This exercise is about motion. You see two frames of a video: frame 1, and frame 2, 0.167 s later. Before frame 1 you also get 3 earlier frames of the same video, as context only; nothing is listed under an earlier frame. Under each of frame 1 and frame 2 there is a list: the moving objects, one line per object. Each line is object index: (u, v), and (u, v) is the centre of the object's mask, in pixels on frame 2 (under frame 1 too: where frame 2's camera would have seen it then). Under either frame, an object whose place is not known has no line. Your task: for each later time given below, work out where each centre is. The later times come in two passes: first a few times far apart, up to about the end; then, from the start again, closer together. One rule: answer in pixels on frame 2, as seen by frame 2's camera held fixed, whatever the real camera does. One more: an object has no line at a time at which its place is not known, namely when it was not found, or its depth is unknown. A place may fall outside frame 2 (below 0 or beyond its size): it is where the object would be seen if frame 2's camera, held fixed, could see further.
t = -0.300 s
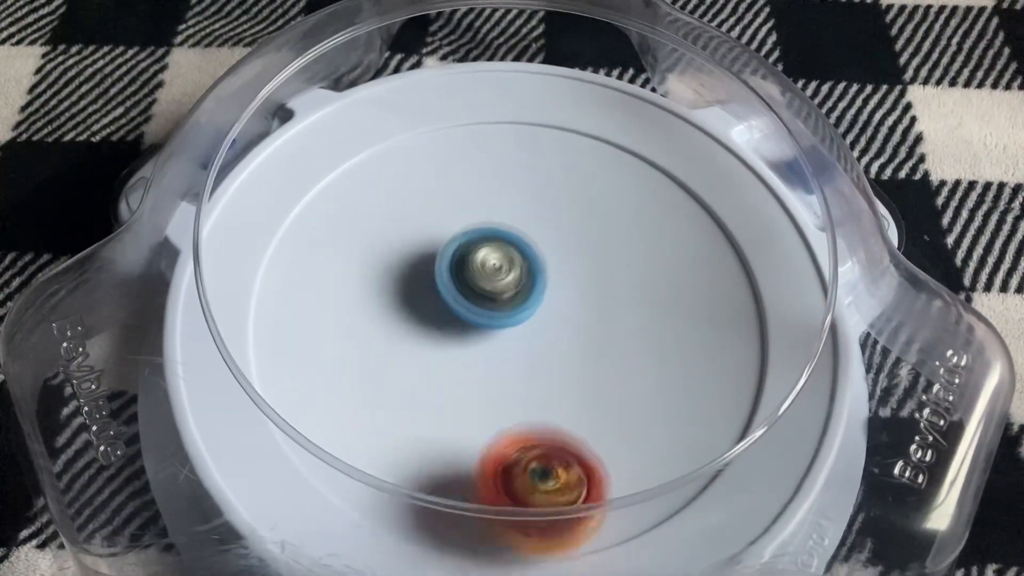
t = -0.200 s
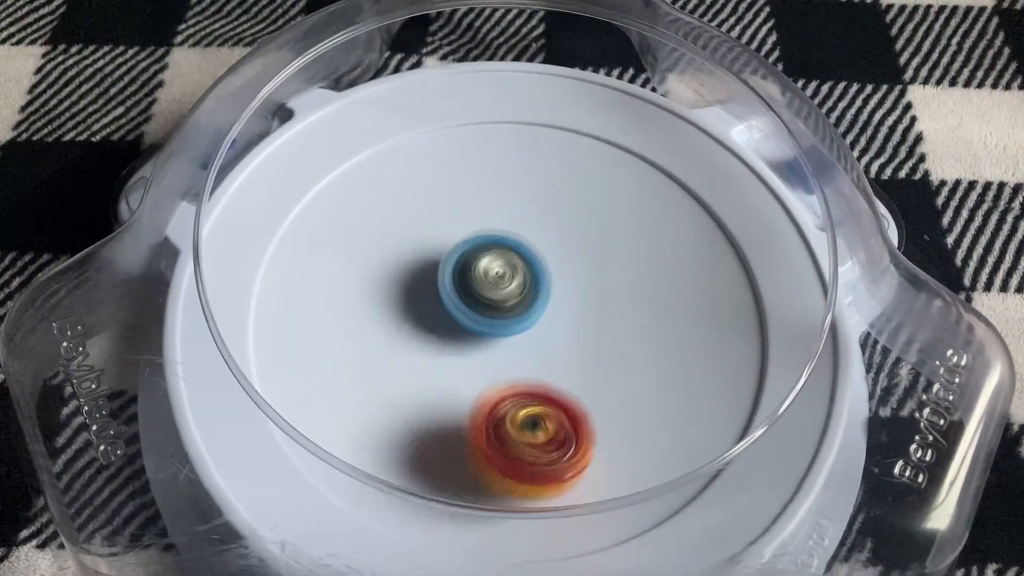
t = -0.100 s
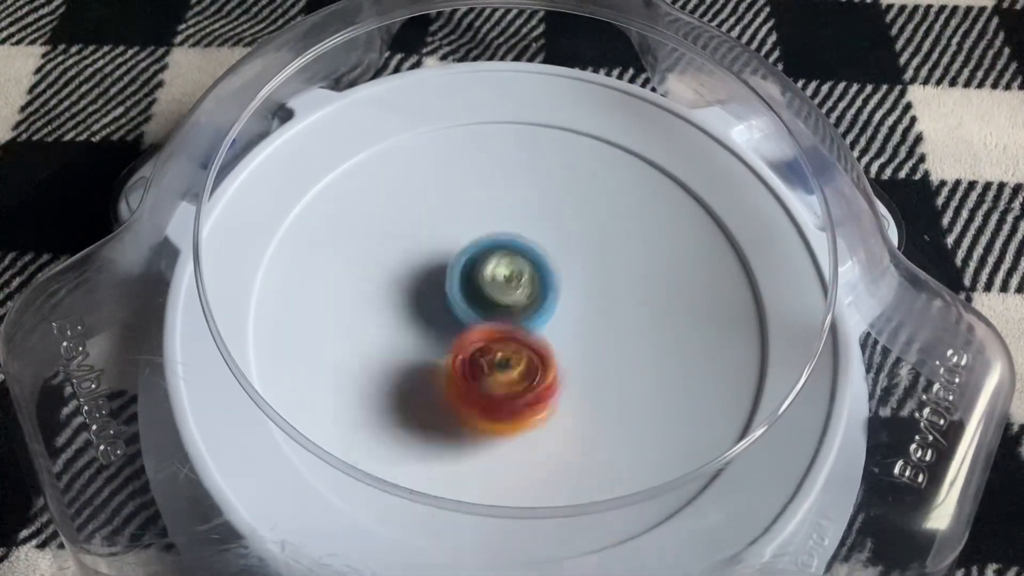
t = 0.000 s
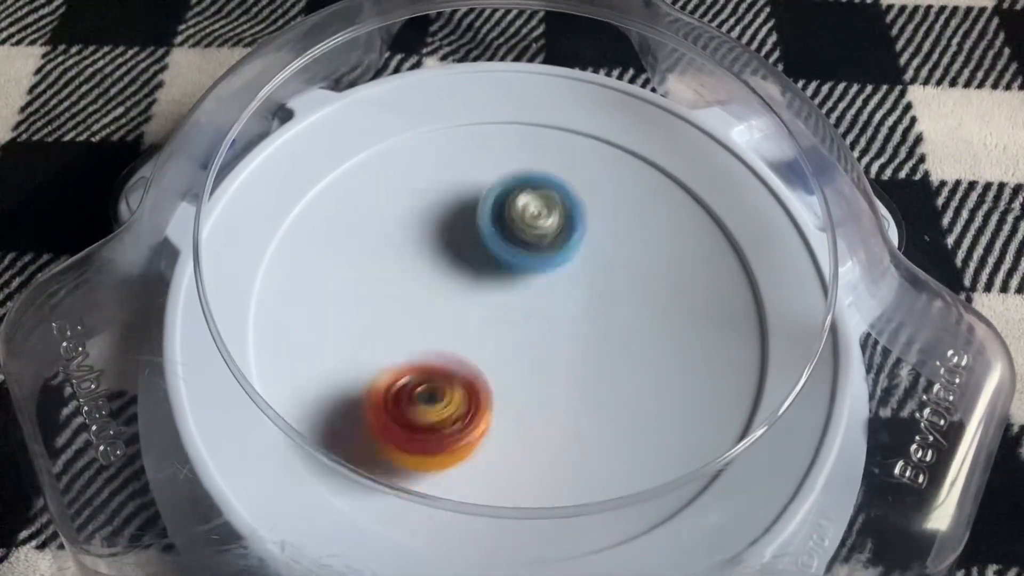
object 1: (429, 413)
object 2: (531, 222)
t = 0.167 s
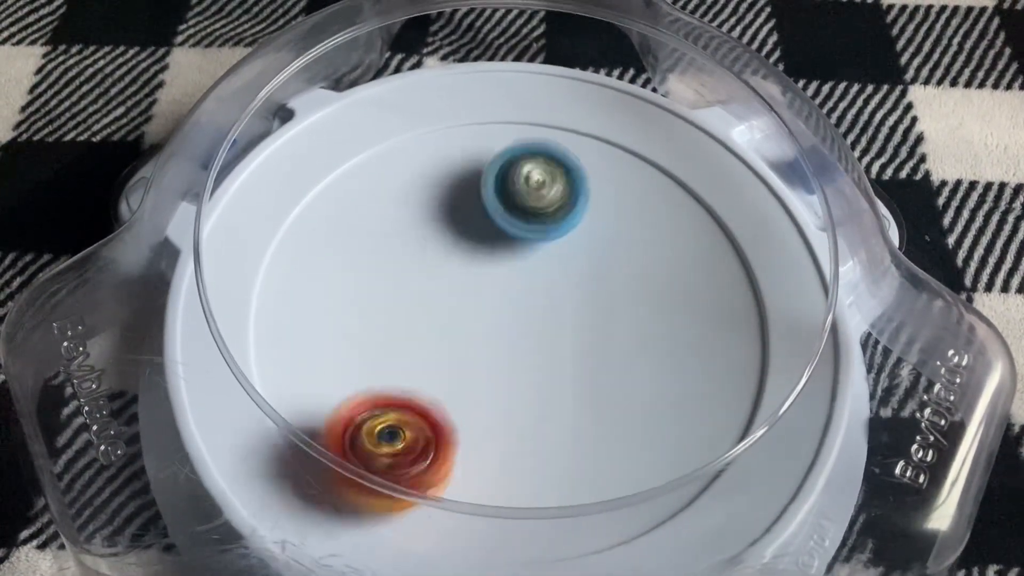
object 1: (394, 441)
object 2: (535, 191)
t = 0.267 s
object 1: (407, 439)
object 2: (523, 205)
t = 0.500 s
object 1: (456, 349)
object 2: (521, 270)
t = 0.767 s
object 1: (417, 282)
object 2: (619, 256)
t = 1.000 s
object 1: (444, 265)
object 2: (608, 273)
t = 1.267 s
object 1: (477, 266)
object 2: (615, 337)
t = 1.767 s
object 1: (538, 307)
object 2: (636, 389)
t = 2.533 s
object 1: (417, 91)
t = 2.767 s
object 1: (449, 153)
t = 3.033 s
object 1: (626, 99)
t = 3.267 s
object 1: (677, 225)
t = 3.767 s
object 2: (429, 263)
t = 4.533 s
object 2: (547, 288)
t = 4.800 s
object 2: (543, 286)
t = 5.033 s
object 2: (544, 286)
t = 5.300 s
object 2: (544, 286)
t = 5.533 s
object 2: (544, 286)
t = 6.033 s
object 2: (545, 286)
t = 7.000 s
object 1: (505, 377)
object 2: (545, 286)
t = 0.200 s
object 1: (397, 442)
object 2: (530, 194)
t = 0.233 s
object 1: (403, 442)
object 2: (526, 199)
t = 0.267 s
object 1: (407, 439)
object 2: (523, 205)
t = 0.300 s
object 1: (413, 434)
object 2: (520, 212)
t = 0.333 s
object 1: (420, 428)
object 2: (517, 221)
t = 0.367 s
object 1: (428, 413)
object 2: (516, 231)
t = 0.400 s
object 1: (436, 400)
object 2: (516, 241)
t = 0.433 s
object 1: (443, 385)
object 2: (516, 251)
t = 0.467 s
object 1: (452, 367)
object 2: (516, 262)
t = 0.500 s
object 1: (456, 349)
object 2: (521, 270)
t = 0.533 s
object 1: (450, 341)
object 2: (531, 271)
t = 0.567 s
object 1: (444, 332)
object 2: (548, 269)
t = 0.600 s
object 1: (438, 324)
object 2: (565, 266)
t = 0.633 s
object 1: (433, 315)
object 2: (580, 263)
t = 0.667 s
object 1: (428, 304)
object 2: (593, 261)
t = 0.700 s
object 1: (423, 296)
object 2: (604, 259)
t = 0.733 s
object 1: (420, 290)
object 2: (612, 257)
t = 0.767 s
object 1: (417, 282)
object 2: (619, 256)
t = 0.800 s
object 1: (416, 277)
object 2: (623, 256)
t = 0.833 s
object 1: (417, 273)
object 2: (625, 256)
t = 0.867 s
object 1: (418, 269)
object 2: (624, 258)
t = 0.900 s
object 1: (422, 267)
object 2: (622, 261)
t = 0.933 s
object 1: (429, 265)
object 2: (619, 264)
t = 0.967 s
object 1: (435, 265)
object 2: (614, 268)
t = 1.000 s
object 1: (444, 265)
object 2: (608, 273)
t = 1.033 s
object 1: (453, 264)
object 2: (601, 278)
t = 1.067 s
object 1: (465, 265)
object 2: (594, 284)
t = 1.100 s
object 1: (476, 264)
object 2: (587, 291)
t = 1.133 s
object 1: (472, 261)
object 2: (594, 300)
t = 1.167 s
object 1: (471, 261)
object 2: (602, 311)
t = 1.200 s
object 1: (472, 260)
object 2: (607, 320)
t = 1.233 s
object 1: (473, 263)
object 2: (612, 329)
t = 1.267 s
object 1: (477, 266)
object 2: (615, 337)
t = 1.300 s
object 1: (481, 270)
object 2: (617, 344)
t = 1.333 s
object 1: (487, 274)
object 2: (619, 350)
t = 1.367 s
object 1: (492, 278)
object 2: (620, 355)
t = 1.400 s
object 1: (500, 283)
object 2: (620, 359)
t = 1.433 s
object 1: (509, 288)
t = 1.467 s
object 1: (517, 294)
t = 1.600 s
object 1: (529, 296)
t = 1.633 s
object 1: (532, 298)
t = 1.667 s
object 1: (534, 299)
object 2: (645, 392)
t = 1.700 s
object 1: (535, 301)
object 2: (645, 390)
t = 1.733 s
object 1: (536, 304)
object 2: (642, 390)
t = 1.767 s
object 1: (538, 307)
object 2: (636, 389)
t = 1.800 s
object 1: (540, 311)
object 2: (632, 388)
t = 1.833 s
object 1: (530, 303)
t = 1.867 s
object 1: (525, 296)
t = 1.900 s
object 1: (516, 291)
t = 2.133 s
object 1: (472, 303)
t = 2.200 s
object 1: (473, 315)
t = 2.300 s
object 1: (461, 273)
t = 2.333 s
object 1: (450, 221)
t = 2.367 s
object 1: (428, 182)
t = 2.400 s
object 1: (429, 137)
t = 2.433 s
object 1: (419, 106)
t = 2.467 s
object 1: (416, 97)
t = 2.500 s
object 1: (416, 93)
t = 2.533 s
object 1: (417, 91)
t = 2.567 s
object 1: (418, 93)
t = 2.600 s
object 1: (424, 96)
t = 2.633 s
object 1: (432, 99)
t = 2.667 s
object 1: (439, 106)
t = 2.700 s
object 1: (444, 116)
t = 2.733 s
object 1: (445, 134)
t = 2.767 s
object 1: (449, 153)
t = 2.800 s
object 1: (458, 176)
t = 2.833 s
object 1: (482, 145)
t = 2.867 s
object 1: (511, 119)
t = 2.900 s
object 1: (532, 106)
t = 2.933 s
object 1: (559, 90)
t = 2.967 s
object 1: (582, 86)
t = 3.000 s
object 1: (605, 94)
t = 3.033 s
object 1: (626, 99)
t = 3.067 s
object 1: (644, 111)
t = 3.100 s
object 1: (659, 122)
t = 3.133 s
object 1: (670, 141)
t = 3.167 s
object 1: (675, 159)
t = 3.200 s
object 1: (679, 177)
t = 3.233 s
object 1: (680, 201)
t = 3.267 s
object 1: (677, 225)
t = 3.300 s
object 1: (672, 251)
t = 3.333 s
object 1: (659, 281)
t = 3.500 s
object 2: (723, 233)
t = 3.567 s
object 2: (642, 219)
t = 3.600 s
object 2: (604, 220)
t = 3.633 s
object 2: (563, 225)
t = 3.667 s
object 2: (522, 233)
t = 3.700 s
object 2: (480, 250)
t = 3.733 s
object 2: (451, 258)
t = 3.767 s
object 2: (429, 263)
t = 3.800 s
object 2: (414, 272)
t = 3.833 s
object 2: (414, 279)
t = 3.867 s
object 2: (420, 284)
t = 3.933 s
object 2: (437, 287)
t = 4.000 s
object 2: (451, 290)
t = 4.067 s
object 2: (473, 299)
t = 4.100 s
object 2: (487, 303)
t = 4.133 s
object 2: (504, 307)
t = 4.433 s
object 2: (544, 287)
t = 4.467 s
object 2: (544, 286)
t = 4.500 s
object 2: (546, 287)
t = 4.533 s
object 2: (547, 288)
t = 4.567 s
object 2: (547, 288)
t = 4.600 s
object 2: (546, 287)
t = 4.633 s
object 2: (545, 286)
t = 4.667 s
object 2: (544, 286)
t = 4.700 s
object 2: (543, 286)
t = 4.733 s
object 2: (543, 286)
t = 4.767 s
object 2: (543, 286)
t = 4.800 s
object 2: (543, 286)
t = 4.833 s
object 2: (543, 286)
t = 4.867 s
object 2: (544, 286)
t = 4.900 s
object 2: (546, 287)
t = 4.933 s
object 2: (546, 287)
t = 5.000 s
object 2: (545, 287)
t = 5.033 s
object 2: (544, 286)
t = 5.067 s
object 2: (544, 286)
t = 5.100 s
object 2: (544, 286)
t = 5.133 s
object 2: (544, 286)
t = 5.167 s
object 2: (545, 286)
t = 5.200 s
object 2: (545, 287)
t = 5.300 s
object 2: (544, 286)
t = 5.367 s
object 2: (544, 286)
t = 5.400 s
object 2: (545, 286)
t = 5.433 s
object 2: (545, 287)
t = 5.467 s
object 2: (545, 287)
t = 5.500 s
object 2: (544, 286)
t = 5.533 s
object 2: (544, 286)
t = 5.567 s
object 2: (545, 286)
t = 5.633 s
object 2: (545, 286)
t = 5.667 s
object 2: (544, 286)
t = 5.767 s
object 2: (545, 287)
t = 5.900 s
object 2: (545, 286)
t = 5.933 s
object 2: (545, 286)
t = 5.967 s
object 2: (545, 286)
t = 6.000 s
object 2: (545, 286)
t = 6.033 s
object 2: (545, 286)
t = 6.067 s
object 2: (545, 286)
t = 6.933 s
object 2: (545, 286)
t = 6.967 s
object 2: (545, 286)
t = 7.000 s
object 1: (505, 377)
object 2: (545, 286)
